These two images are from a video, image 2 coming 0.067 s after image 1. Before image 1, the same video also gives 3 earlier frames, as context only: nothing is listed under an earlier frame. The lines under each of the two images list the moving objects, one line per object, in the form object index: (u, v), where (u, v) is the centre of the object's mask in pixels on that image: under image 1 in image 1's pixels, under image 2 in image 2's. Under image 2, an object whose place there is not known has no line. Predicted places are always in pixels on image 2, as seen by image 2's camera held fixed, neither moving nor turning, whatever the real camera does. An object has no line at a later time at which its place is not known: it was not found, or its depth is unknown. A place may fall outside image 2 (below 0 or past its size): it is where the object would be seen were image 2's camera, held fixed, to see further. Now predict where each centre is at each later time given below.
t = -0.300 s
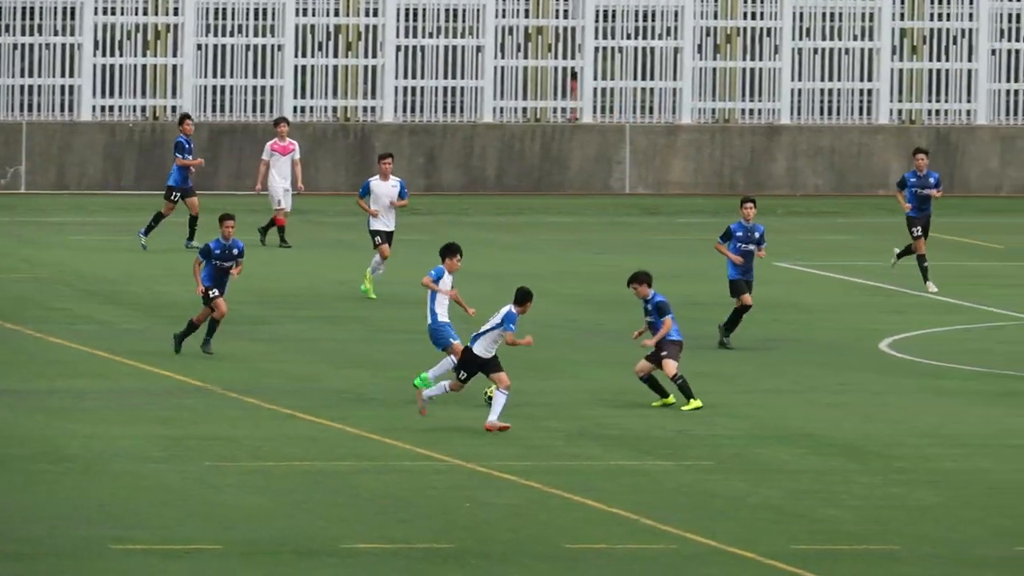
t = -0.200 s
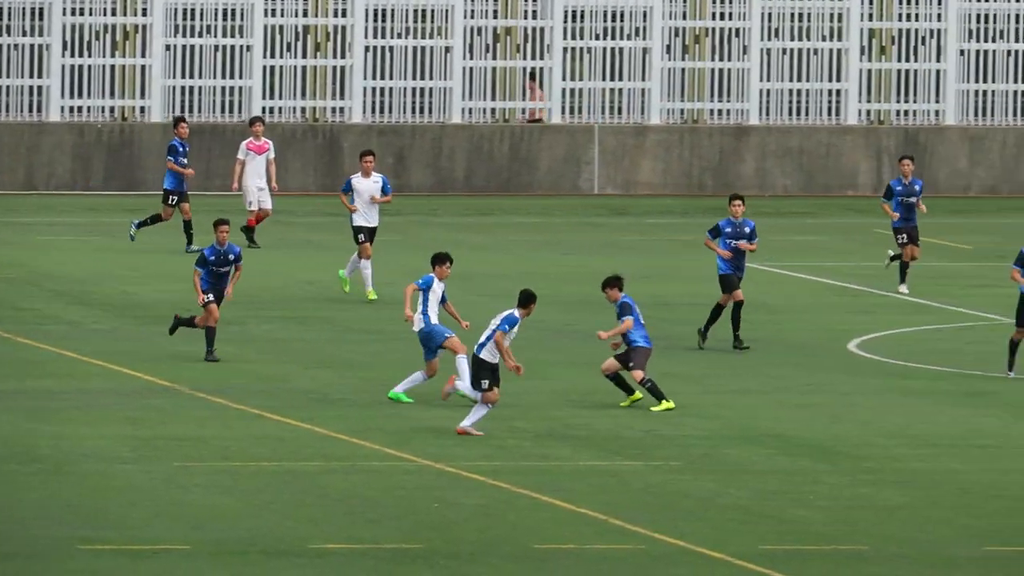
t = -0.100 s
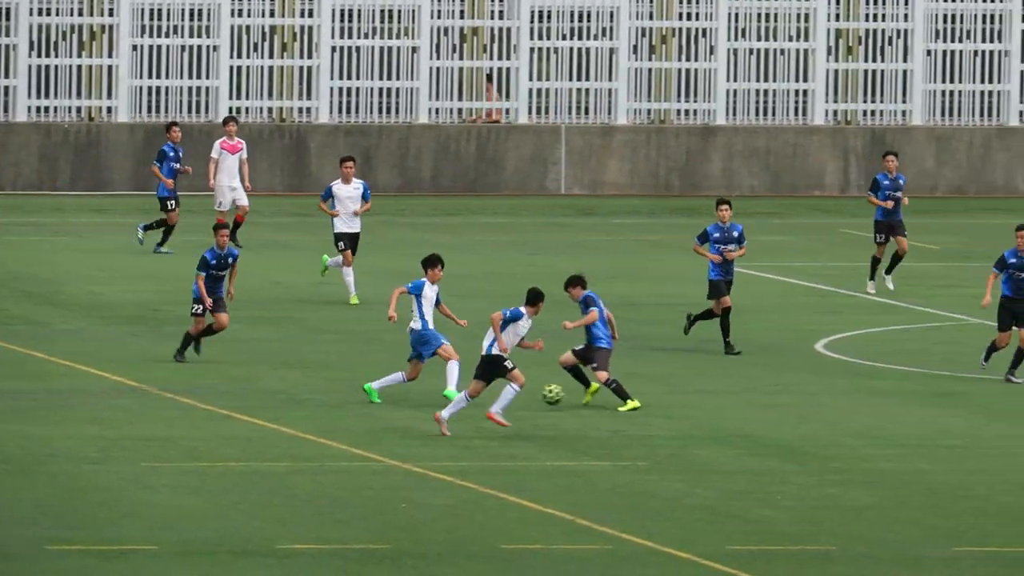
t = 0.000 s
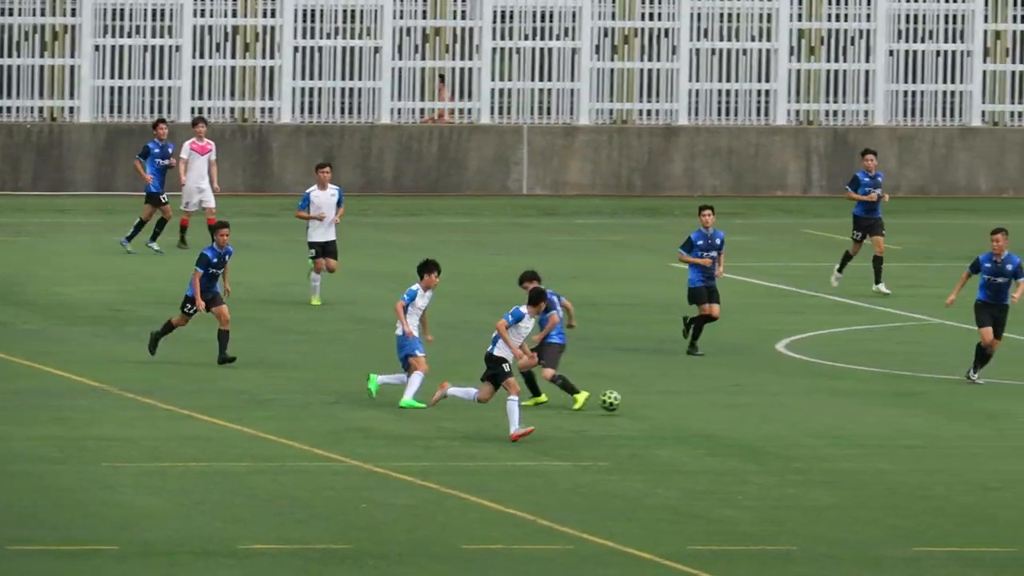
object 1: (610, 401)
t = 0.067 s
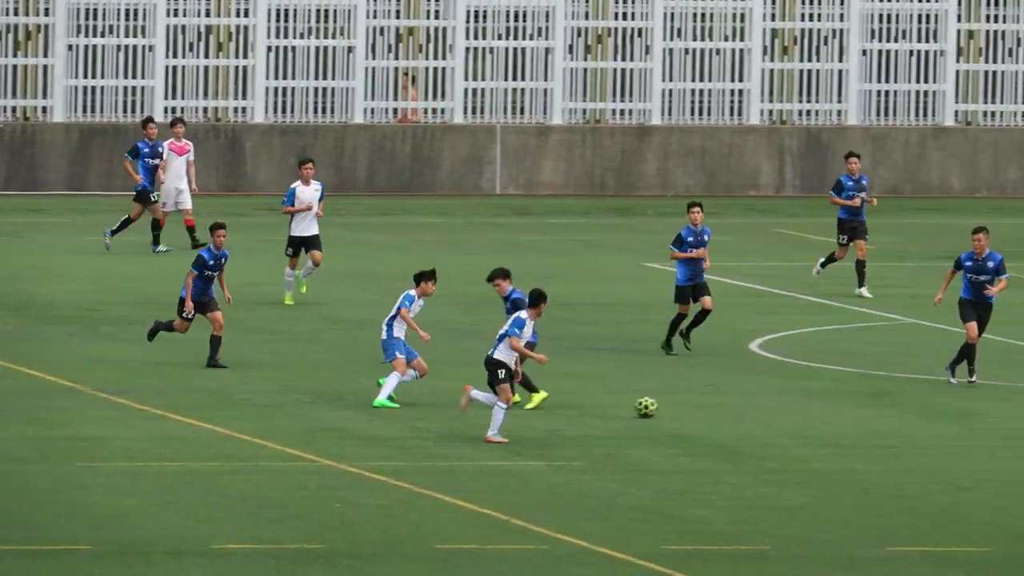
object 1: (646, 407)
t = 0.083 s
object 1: (661, 407)
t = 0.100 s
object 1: (674, 406)
